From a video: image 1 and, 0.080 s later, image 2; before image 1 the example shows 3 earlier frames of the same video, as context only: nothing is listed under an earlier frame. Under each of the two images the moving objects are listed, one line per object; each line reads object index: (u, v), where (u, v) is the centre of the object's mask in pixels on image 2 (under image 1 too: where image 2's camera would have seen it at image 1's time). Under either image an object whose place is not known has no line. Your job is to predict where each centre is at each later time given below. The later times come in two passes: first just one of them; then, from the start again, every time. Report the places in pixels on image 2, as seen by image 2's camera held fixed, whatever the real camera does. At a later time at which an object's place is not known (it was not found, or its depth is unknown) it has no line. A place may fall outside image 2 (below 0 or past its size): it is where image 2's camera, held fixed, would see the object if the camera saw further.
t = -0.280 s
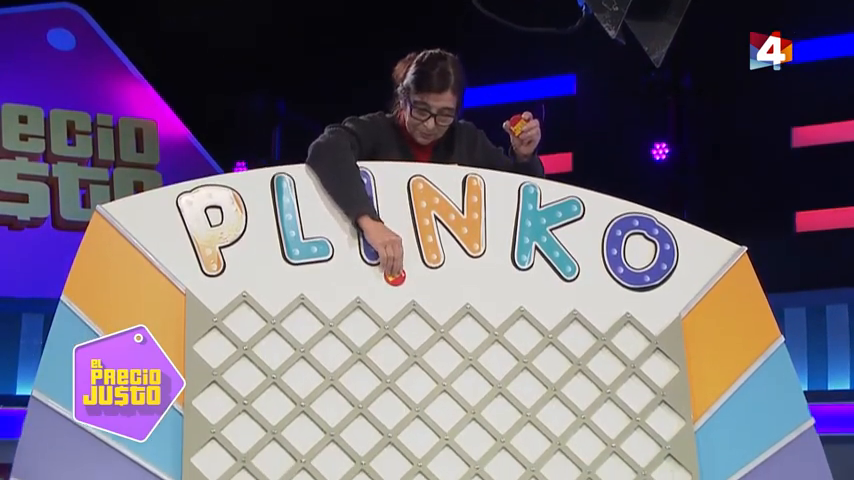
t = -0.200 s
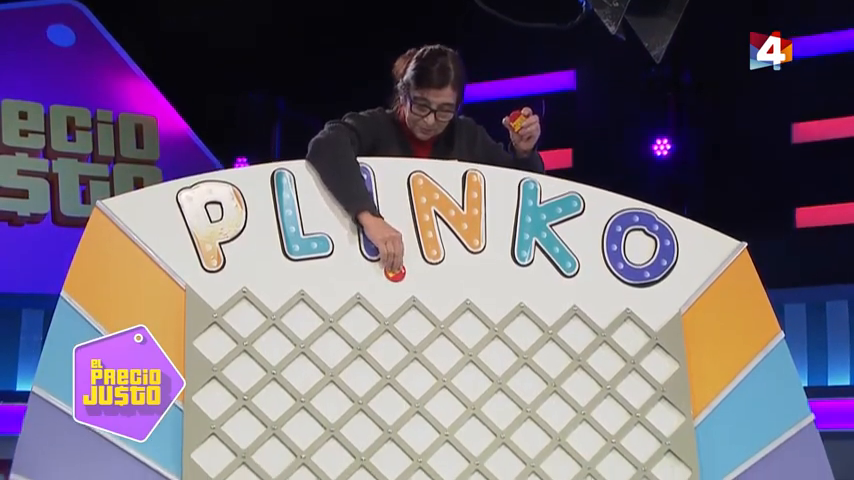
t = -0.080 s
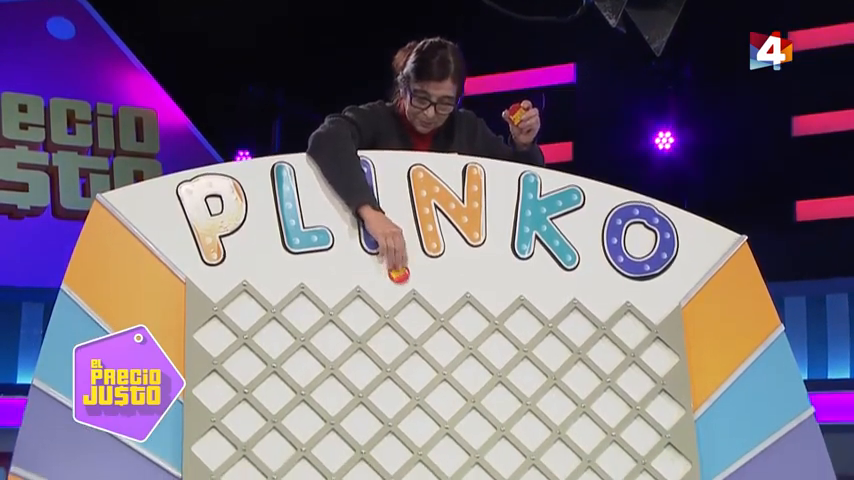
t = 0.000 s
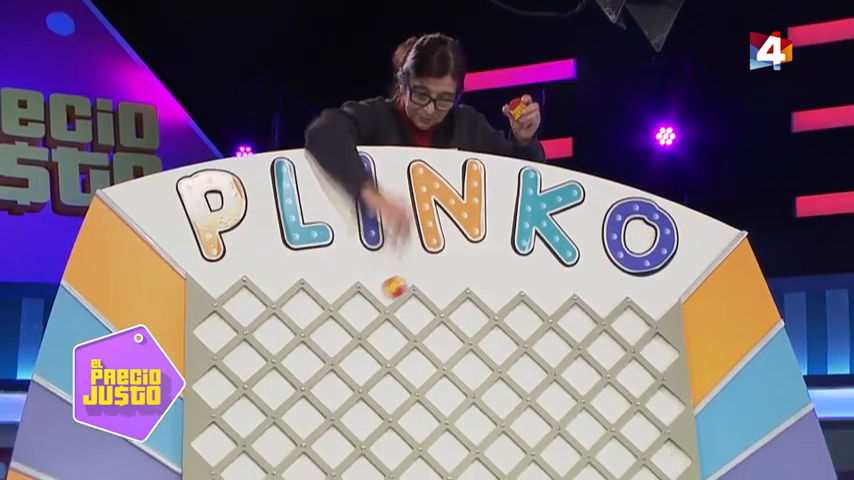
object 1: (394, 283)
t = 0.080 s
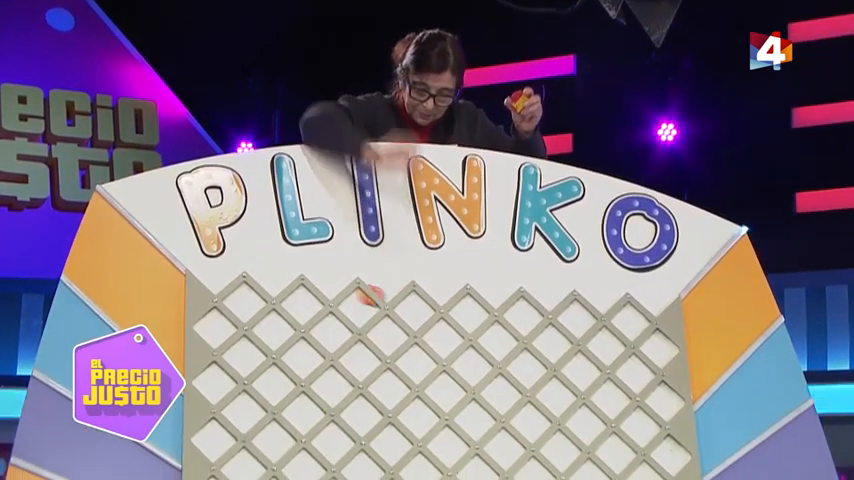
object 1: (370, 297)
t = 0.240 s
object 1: (335, 322)
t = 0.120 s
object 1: (358, 299)
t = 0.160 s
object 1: (349, 306)
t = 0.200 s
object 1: (350, 320)
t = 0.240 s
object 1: (335, 322)
